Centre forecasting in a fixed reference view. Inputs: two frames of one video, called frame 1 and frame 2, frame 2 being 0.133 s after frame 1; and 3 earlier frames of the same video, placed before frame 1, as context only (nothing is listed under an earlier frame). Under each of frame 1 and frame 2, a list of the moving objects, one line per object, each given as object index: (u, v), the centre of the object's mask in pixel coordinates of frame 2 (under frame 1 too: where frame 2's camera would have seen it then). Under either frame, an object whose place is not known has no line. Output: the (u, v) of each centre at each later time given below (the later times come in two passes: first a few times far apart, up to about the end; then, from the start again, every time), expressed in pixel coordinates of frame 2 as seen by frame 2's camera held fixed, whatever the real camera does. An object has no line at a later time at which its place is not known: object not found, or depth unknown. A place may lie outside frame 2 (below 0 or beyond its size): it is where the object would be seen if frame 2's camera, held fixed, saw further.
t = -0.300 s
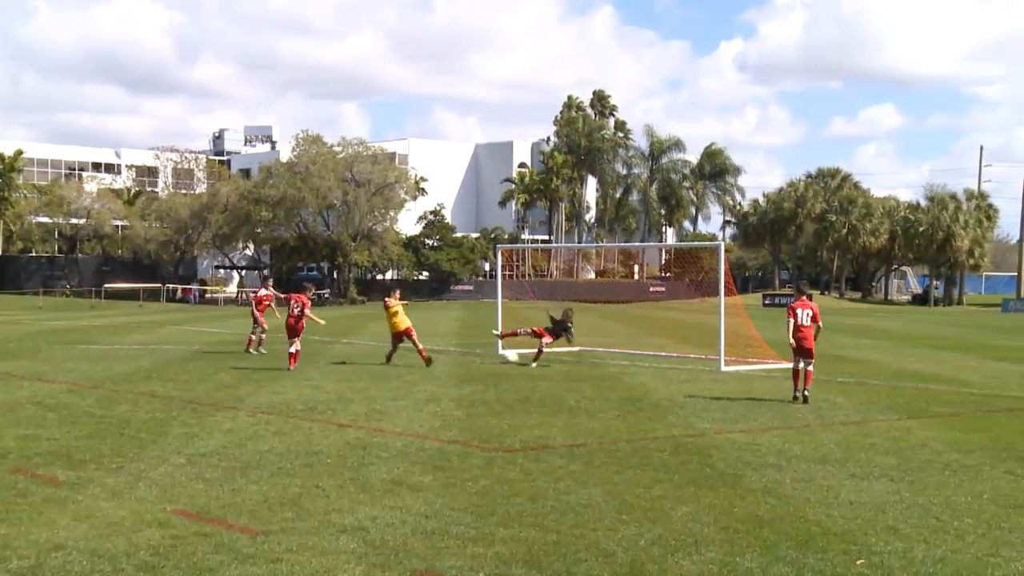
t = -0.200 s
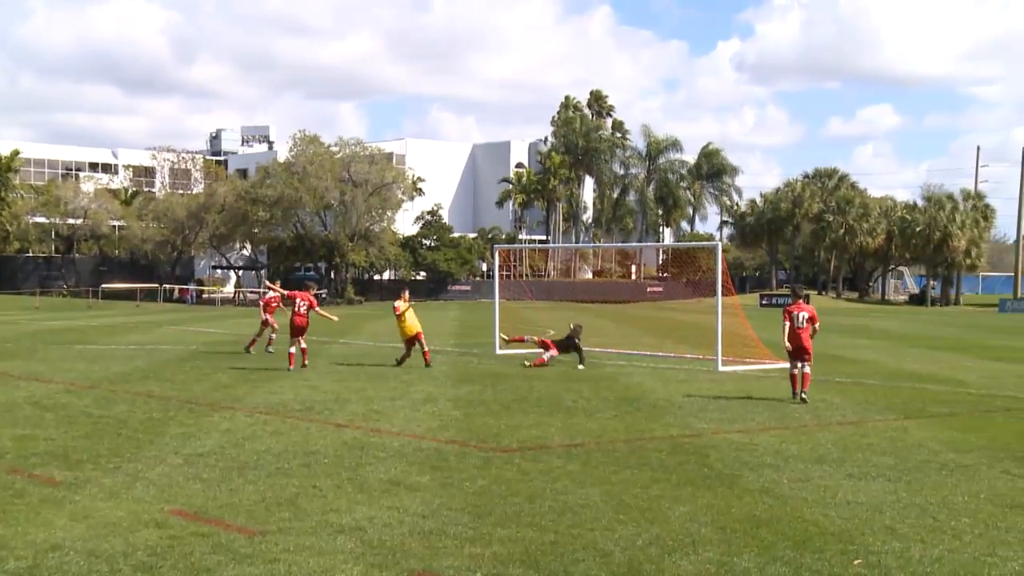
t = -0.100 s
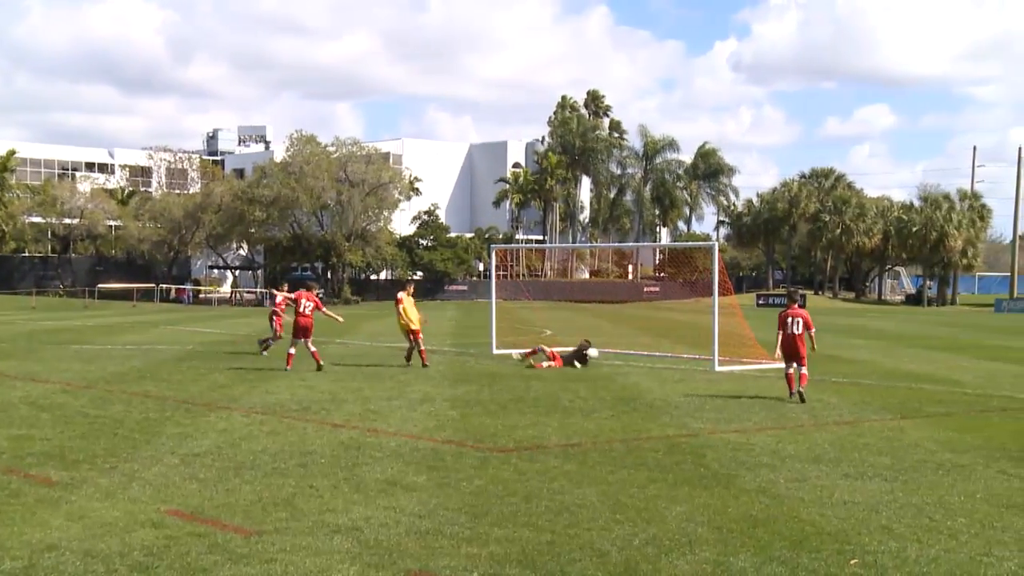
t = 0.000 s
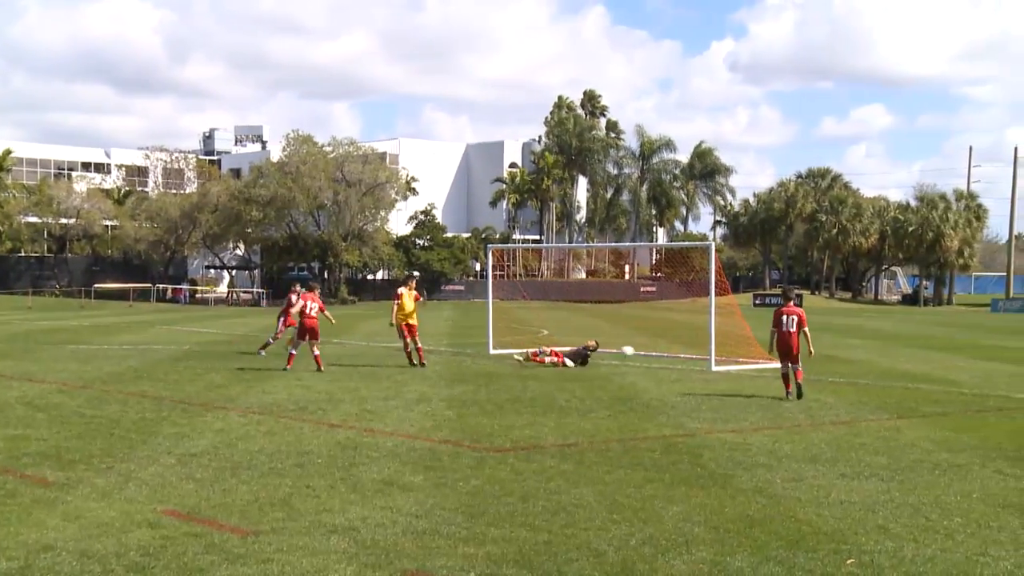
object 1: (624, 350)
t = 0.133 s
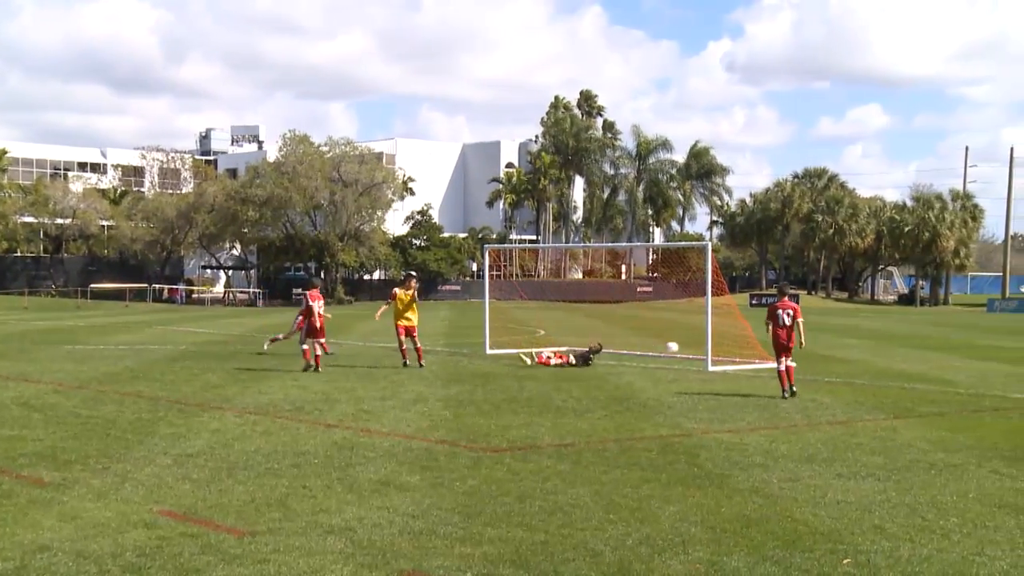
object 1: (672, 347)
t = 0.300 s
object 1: (671, 324)
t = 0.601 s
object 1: (644, 318)
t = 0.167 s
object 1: (679, 344)
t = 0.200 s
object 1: (680, 337)
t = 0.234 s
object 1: (677, 332)
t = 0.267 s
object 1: (674, 328)
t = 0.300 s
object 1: (671, 324)
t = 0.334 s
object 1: (668, 321)
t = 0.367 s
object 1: (665, 319)
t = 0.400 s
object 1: (662, 317)
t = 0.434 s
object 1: (659, 316)
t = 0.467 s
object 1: (656, 315)
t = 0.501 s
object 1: (653, 315)
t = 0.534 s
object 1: (650, 315)
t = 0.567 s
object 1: (647, 316)
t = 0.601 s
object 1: (644, 318)
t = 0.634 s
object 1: (641, 321)
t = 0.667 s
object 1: (638, 324)
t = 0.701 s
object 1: (636, 327)
